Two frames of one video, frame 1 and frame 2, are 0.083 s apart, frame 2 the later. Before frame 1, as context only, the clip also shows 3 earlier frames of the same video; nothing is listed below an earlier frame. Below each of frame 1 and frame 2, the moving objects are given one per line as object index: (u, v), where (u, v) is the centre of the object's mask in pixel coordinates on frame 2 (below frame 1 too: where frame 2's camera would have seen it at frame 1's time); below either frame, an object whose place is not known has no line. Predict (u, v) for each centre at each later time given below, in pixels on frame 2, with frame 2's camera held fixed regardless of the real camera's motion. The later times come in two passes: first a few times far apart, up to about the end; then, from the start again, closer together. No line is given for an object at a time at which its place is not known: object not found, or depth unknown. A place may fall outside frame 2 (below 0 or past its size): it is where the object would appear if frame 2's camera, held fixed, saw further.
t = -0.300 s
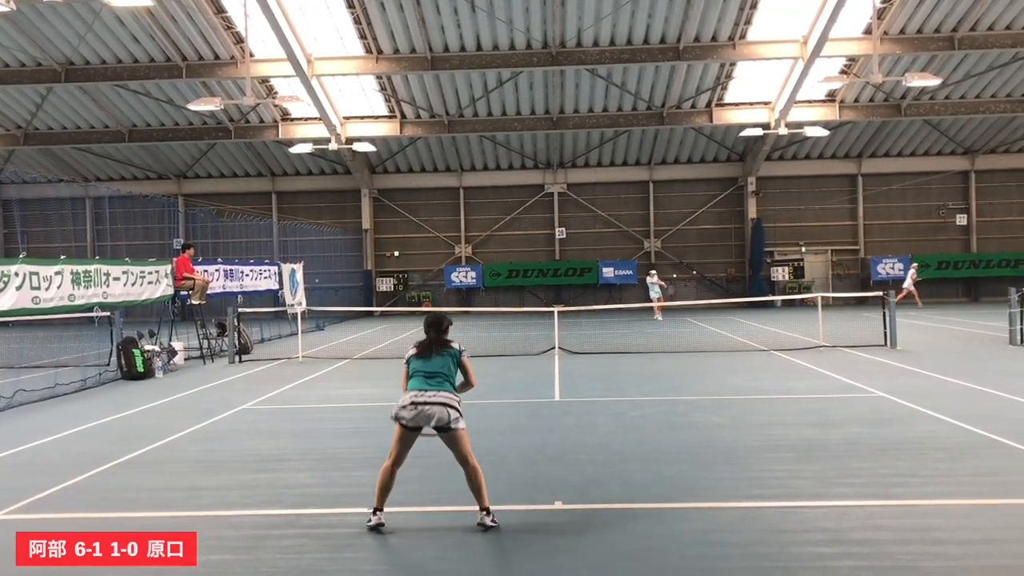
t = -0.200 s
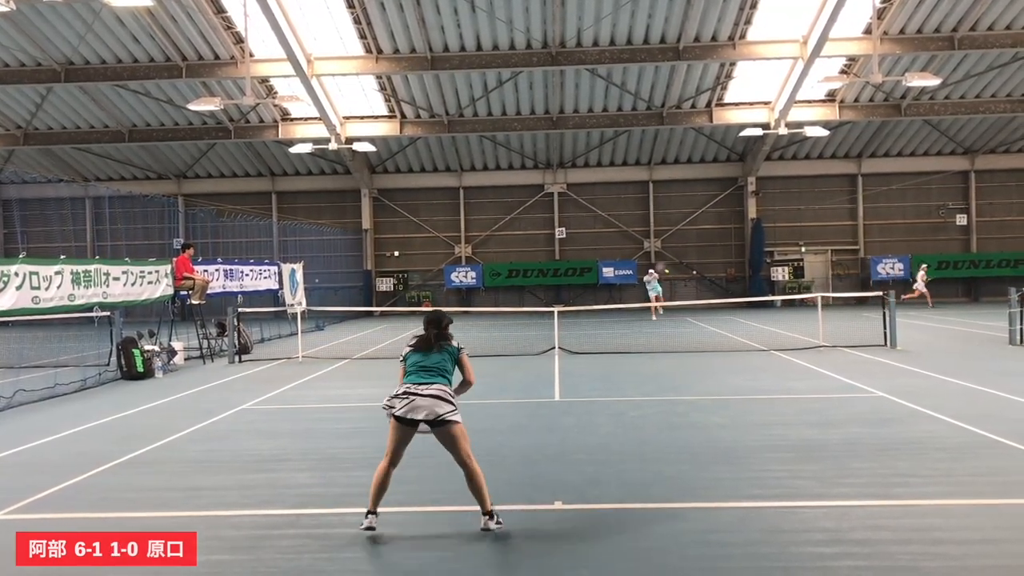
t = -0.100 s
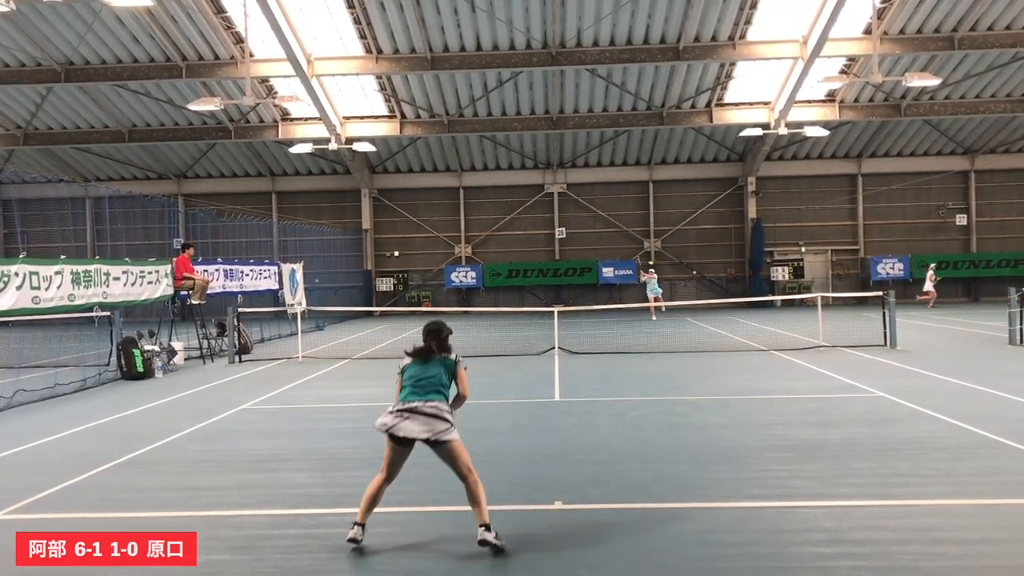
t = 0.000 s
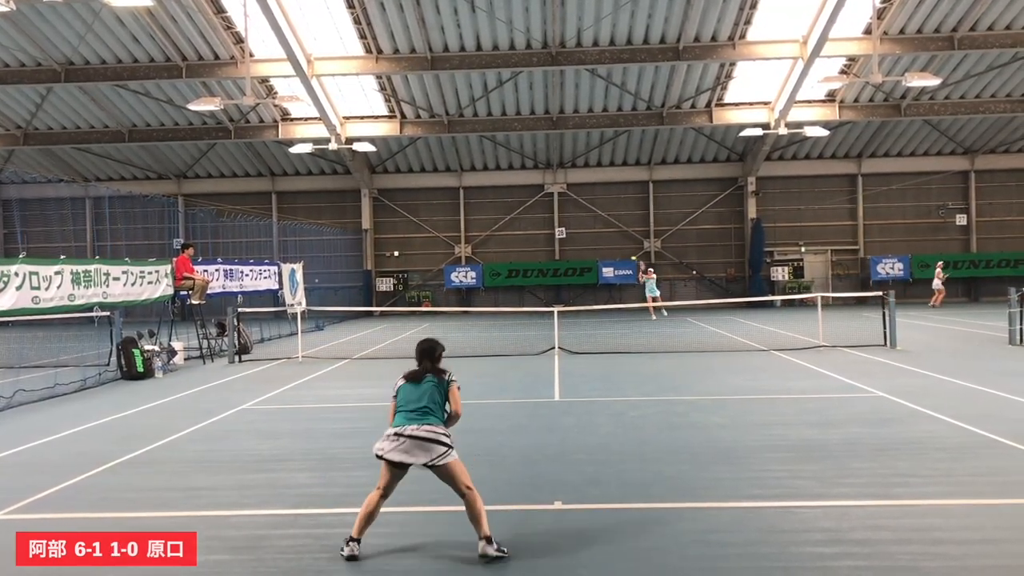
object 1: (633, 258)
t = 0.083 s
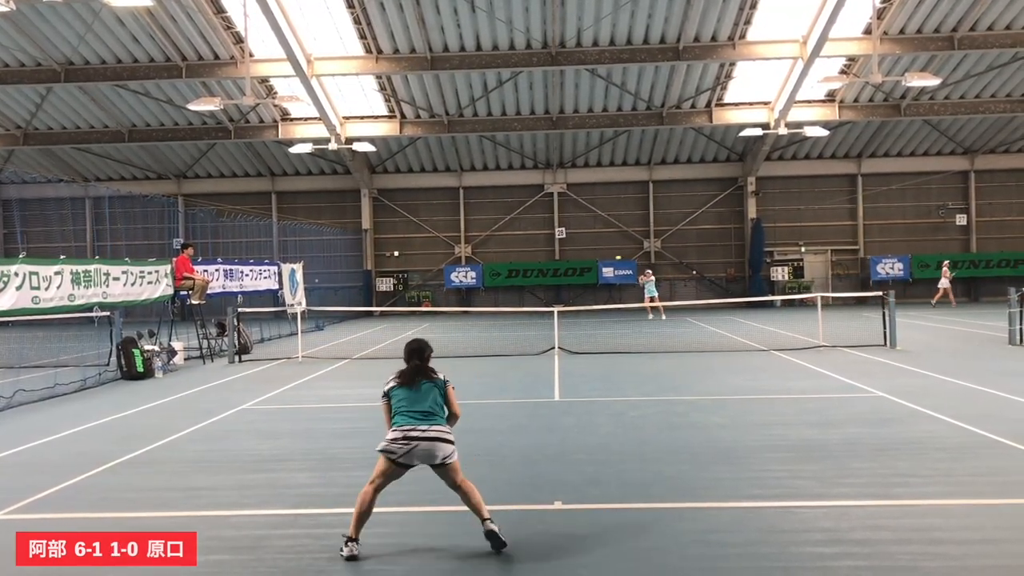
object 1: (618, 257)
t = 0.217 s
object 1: (591, 264)
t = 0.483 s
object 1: (521, 324)
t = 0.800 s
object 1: (398, 391)
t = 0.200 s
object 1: (594, 263)
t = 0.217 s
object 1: (591, 264)
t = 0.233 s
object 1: (587, 266)
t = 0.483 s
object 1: (521, 324)
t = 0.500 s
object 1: (516, 330)
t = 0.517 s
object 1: (510, 338)
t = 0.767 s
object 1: (412, 398)
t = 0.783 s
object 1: (405, 394)
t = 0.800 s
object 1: (398, 391)
